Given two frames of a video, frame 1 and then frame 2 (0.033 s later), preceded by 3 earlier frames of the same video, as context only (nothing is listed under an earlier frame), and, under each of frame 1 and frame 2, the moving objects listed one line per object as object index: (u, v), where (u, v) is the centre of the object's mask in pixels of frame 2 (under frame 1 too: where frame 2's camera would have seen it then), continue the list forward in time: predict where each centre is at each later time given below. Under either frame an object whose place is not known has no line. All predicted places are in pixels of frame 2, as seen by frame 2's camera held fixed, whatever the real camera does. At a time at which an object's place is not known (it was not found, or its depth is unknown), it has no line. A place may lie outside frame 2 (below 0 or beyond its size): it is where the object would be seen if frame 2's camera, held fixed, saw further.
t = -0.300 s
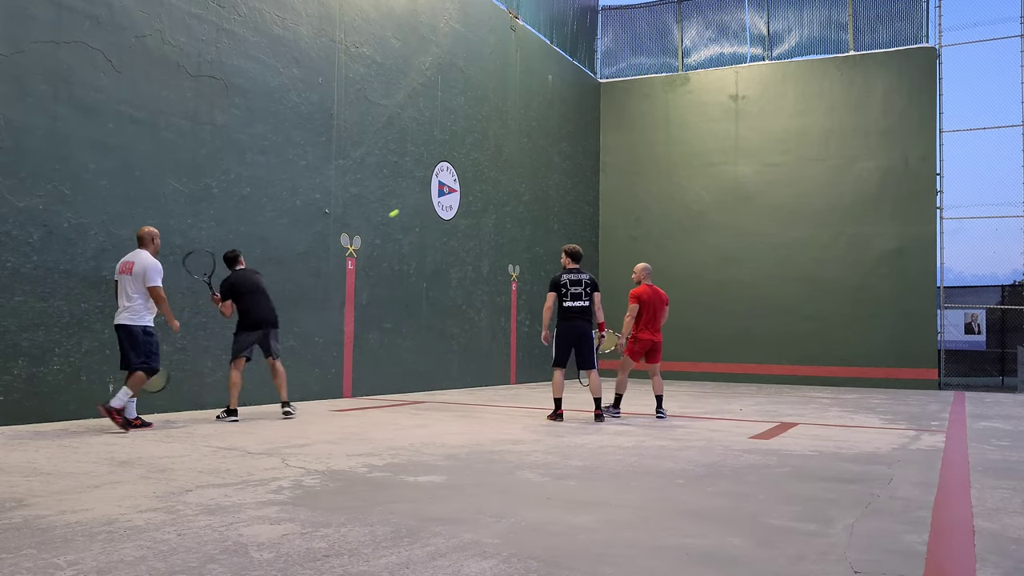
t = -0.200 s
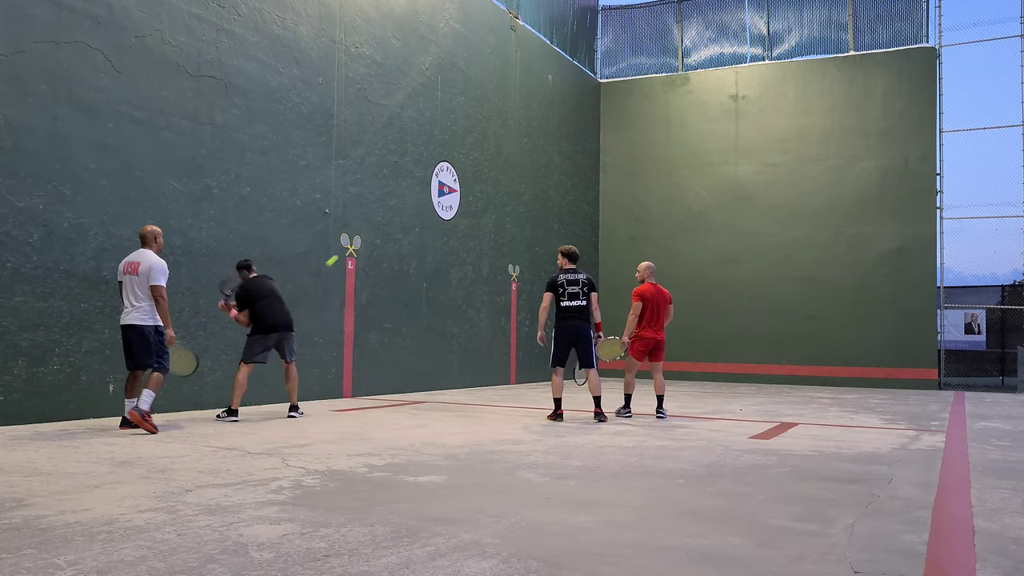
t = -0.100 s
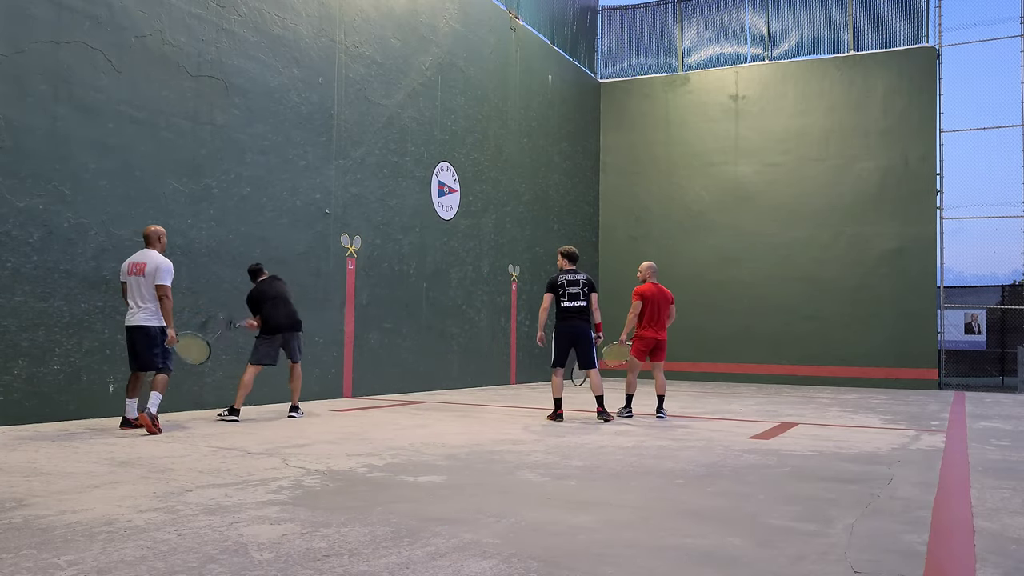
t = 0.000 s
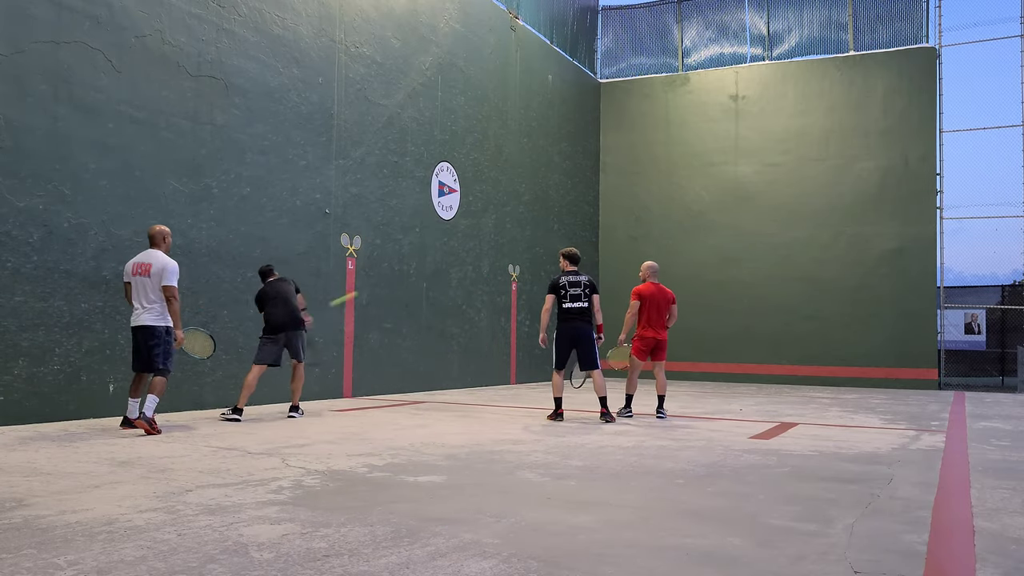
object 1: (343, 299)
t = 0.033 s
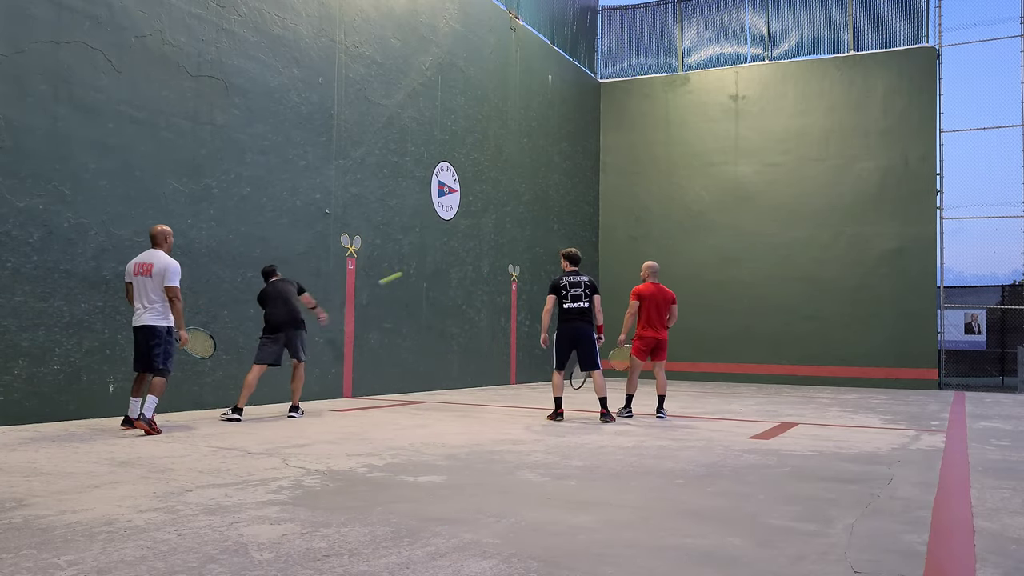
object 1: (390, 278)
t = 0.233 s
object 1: (560, 212)
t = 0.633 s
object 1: (554, 152)
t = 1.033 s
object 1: (419, 136)
